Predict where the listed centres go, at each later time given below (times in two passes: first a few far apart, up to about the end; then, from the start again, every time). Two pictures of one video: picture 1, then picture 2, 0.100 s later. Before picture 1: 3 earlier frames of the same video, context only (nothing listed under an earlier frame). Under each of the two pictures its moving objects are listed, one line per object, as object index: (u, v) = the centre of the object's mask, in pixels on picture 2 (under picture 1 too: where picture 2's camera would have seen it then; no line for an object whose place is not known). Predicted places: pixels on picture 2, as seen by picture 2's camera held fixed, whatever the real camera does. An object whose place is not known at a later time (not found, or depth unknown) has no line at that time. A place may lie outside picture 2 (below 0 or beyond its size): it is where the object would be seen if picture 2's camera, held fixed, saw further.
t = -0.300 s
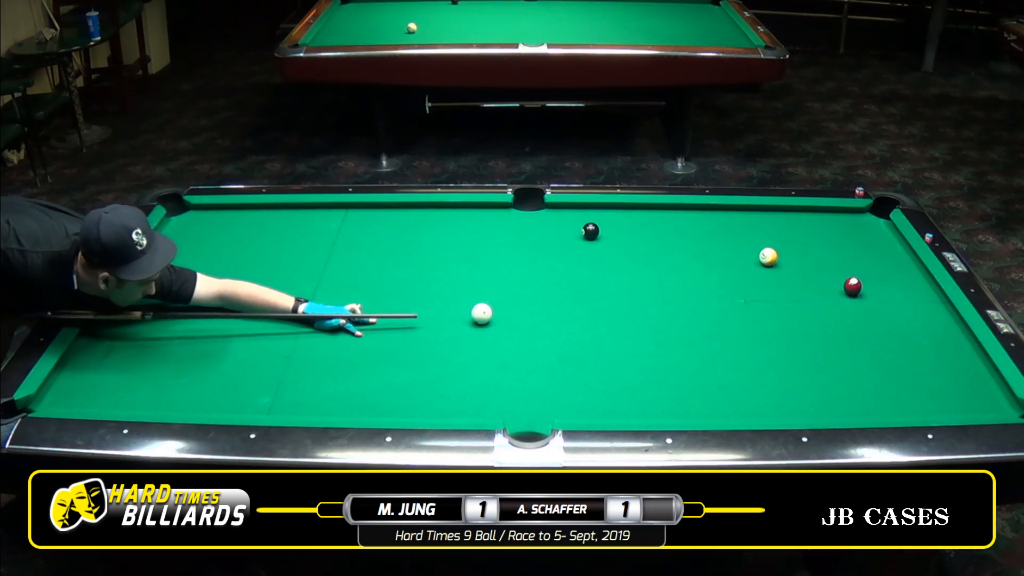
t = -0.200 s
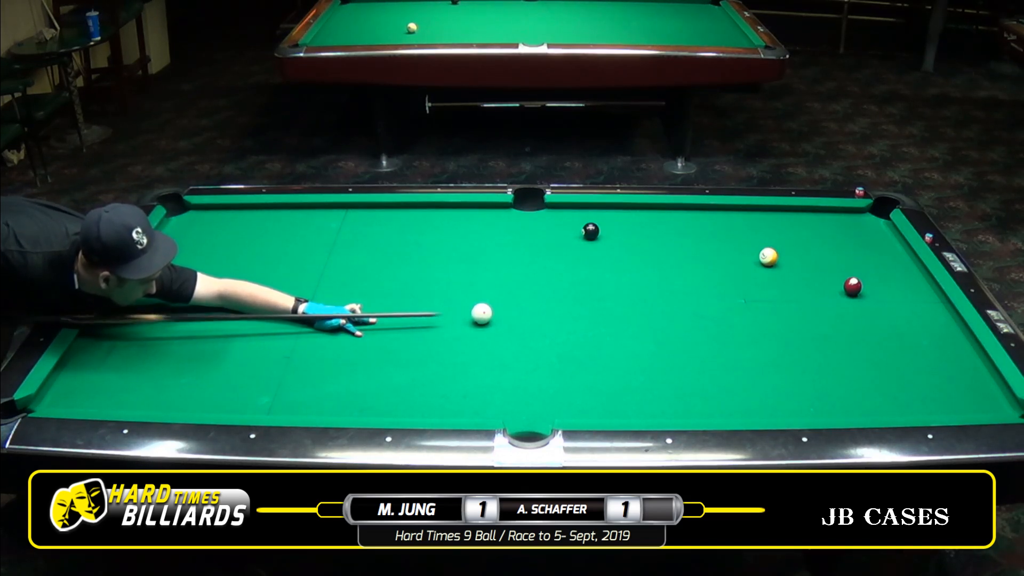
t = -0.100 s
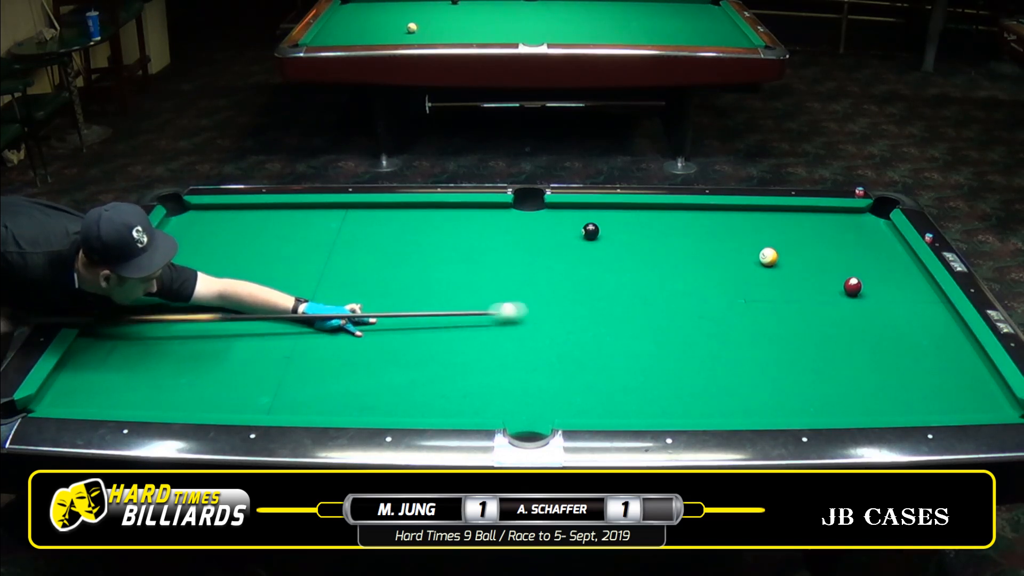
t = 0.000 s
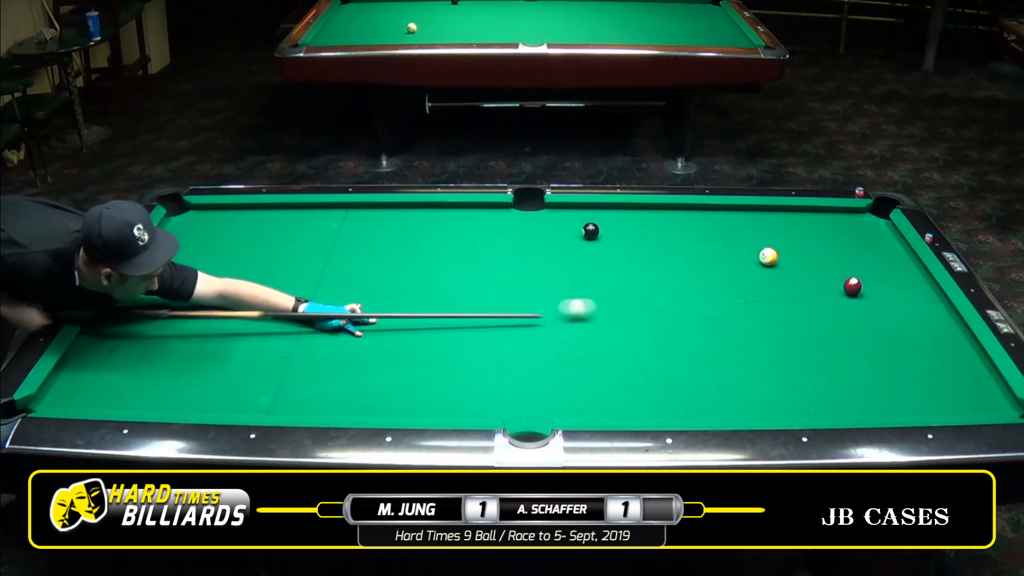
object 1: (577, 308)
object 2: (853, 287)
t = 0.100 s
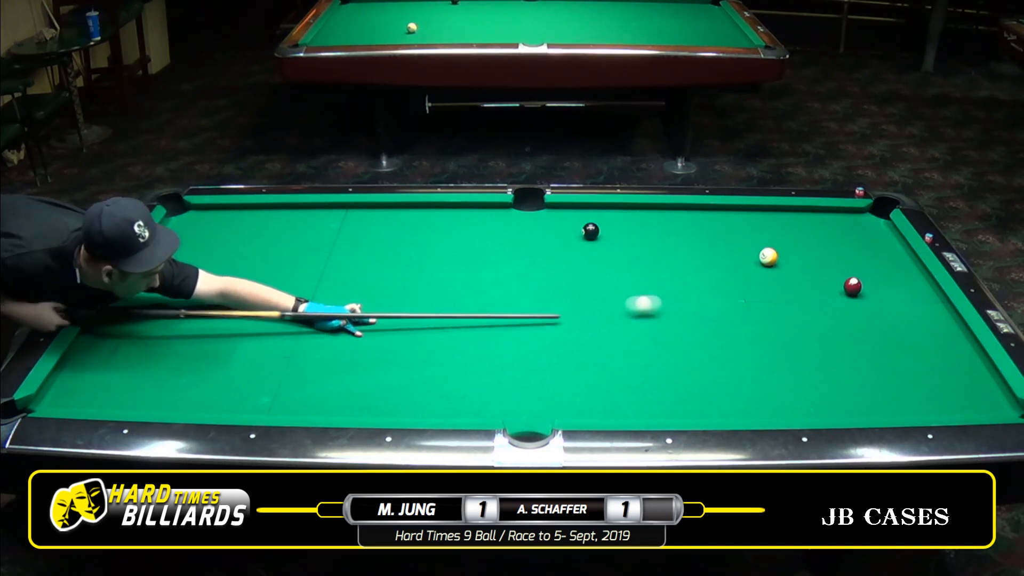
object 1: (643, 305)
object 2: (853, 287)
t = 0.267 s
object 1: (749, 300)
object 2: (853, 287)
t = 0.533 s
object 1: (900, 302)
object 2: (856, 278)
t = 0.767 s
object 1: (915, 322)
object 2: (861, 262)
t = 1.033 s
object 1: (852, 349)
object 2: (867, 246)
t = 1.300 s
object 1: (780, 379)
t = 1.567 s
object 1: (701, 409)
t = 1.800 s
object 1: (634, 401)
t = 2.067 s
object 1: (564, 383)
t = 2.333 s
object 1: (499, 366)
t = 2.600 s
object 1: (440, 351)
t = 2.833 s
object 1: (393, 338)
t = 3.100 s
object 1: (344, 325)
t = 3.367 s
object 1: (299, 313)
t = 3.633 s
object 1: (258, 303)
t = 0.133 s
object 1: (665, 304)
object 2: (853, 287)
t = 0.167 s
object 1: (687, 303)
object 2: (853, 287)
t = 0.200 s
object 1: (708, 302)
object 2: (853, 287)
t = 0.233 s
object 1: (728, 301)
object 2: (853, 287)
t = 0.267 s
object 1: (749, 300)
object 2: (853, 287)
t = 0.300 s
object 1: (770, 299)
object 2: (853, 287)
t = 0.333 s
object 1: (789, 298)
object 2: (853, 287)
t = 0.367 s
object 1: (809, 297)
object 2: (853, 287)
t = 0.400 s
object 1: (828, 296)
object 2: (853, 287)
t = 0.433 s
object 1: (846, 295)
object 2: (854, 282)
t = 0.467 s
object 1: (865, 297)
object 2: (853, 282)
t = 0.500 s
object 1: (883, 300)
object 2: (855, 280)
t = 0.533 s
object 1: (900, 302)
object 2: (856, 278)
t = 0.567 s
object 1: (917, 304)
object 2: (856, 276)
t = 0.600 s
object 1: (934, 307)
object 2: (857, 273)
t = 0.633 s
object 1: (946, 309)
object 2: (858, 271)
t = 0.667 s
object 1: (939, 312)
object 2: (859, 269)
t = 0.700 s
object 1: (930, 316)
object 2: (860, 266)
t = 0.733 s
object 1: (922, 319)
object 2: (861, 265)
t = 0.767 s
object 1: (915, 322)
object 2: (861, 262)
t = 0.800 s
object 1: (908, 326)
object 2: (862, 260)
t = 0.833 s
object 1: (900, 329)
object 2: (863, 258)
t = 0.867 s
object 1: (892, 332)
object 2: (863, 256)
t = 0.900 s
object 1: (884, 335)
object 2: (864, 254)
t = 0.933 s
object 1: (876, 339)
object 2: (865, 252)
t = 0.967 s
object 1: (868, 342)
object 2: (866, 250)
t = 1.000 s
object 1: (860, 346)
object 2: (866, 248)
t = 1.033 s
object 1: (852, 349)
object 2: (867, 246)
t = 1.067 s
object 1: (843, 353)
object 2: (868, 244)
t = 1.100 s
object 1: (835, 356)
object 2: (868, 242)
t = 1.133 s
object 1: (826, 360)
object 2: (869, 240)
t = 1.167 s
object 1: (817, 364)
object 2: (870, 238)
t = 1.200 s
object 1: (808, 367)
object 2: (870, 236)
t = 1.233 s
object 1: (799, 371)
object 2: (871, 235)
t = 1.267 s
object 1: (790, 375)
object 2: (872, 233)
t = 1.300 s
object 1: (780, 379)
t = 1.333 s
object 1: (771, 383)
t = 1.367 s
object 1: (761, 387)
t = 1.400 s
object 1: (751, 391)
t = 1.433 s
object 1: (741, 395)
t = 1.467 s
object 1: (732, 399)
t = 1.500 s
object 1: (721, 403)
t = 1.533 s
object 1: (711, 406)
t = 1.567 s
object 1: (701, 409)
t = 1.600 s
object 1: (690, 411)
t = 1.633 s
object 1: (680, 410)
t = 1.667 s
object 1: (671, 408)
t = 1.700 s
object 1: (662, 407)
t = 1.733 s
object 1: (652, 405)
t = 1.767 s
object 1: (643, 403)
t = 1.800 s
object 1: (634, 401)
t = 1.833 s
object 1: (625, 398)
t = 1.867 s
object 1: (616, 396)
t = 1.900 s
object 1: (607, 394)
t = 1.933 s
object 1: (599, 392)
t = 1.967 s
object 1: (590, 389)
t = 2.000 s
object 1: (581, 387)
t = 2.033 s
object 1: (572, 385)
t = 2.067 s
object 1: (564, 383)
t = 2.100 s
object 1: (556, 381)
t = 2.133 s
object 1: (548, 378)
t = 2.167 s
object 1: (539, 377)
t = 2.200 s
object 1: (531, 375)
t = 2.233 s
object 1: (523, 372)
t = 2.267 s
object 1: (515, 370)
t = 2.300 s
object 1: (507, 368)
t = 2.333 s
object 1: (499, 366)
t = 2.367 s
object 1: (492, 364)
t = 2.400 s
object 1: (484, 362)
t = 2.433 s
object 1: (477, 360)
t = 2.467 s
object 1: (469, 358)
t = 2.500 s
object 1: (462, 356)
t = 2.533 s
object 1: (455, 354)
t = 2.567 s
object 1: (448, 353)
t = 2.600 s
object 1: (440, 351)
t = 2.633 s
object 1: (434, 349)
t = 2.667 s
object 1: (427, 348)
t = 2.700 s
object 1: (418, 344)
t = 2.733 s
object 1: (413, 340)
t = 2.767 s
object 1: (406, 340)
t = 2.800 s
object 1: (400, 339)
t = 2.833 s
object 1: (393, 338)
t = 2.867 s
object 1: (387, 336)
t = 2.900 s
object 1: (380, 335)
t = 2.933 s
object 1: (374, 334)
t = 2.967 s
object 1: (368, 331)
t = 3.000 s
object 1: (362, 330)
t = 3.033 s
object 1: (356, 328)
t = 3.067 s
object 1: (350, 327)
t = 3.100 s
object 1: (344, 325)
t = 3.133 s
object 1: (338, 323)
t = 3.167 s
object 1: (332, 322)
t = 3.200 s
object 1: (326, 321)
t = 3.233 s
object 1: (321, 319)
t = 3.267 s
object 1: (315, 318)
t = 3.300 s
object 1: (310, 316)
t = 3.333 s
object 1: (304, 315)
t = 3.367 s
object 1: (299, 313)
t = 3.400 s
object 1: (294, 312)
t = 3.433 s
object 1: (288, 311)
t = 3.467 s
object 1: (283, 309)
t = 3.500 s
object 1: (278, 308)
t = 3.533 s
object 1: (273, 307)
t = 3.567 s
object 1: (268, 305)
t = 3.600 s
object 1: (263, 304)
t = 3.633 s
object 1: (258, 303)
